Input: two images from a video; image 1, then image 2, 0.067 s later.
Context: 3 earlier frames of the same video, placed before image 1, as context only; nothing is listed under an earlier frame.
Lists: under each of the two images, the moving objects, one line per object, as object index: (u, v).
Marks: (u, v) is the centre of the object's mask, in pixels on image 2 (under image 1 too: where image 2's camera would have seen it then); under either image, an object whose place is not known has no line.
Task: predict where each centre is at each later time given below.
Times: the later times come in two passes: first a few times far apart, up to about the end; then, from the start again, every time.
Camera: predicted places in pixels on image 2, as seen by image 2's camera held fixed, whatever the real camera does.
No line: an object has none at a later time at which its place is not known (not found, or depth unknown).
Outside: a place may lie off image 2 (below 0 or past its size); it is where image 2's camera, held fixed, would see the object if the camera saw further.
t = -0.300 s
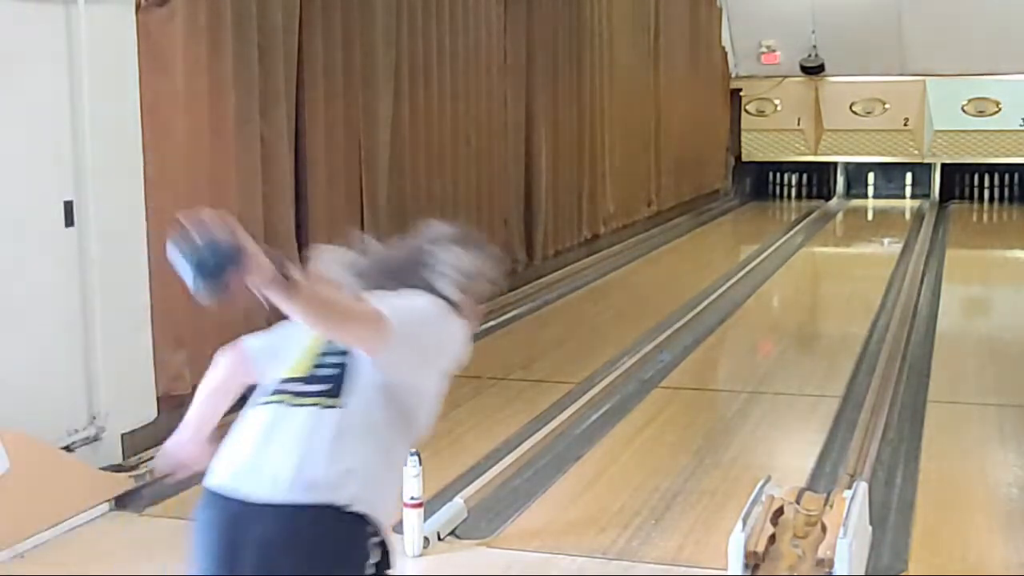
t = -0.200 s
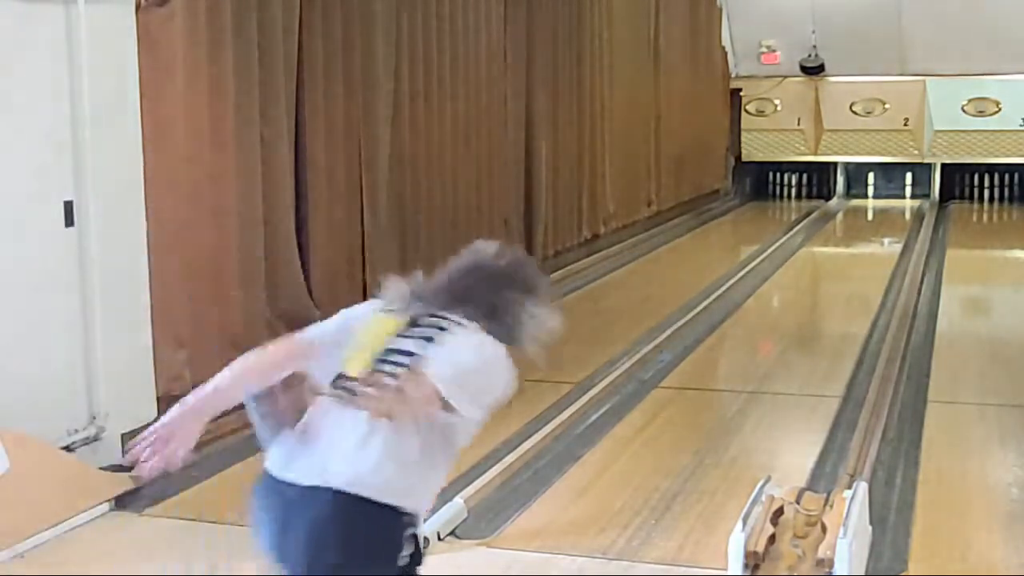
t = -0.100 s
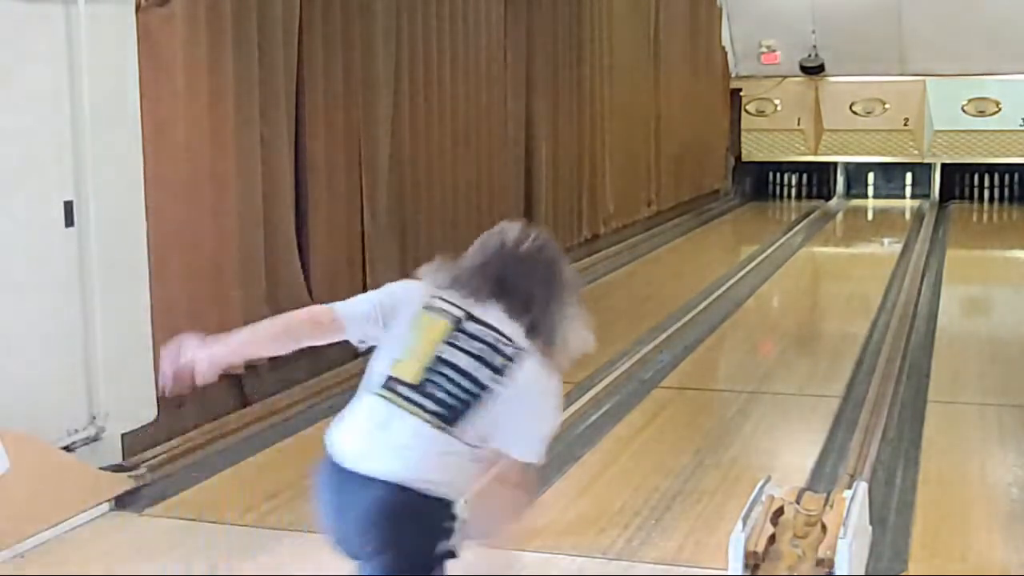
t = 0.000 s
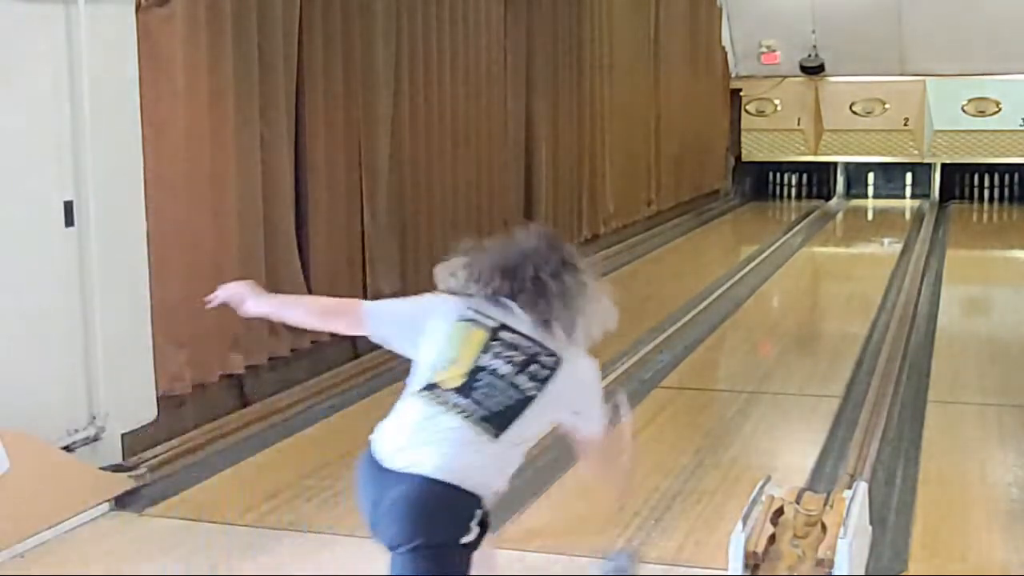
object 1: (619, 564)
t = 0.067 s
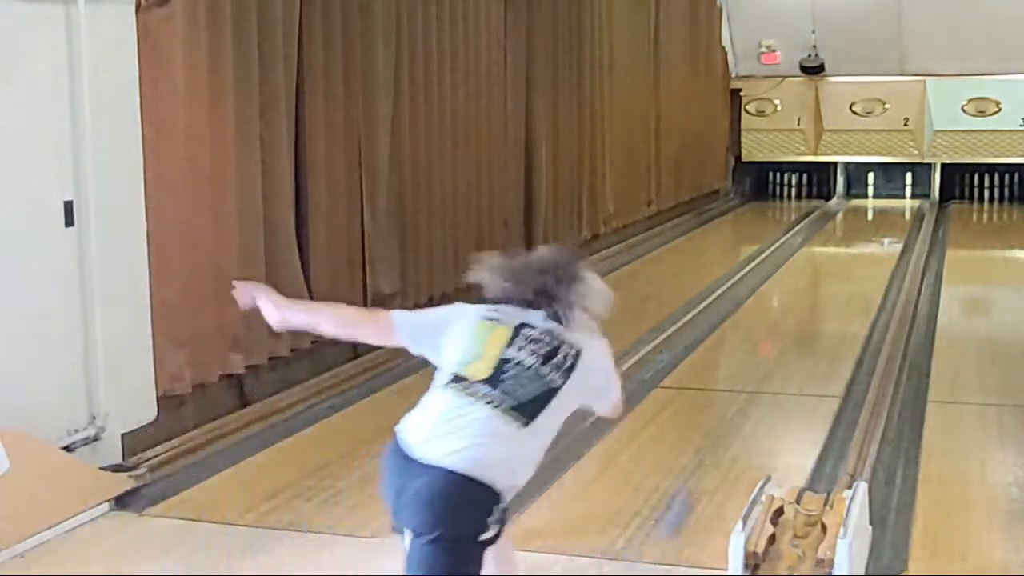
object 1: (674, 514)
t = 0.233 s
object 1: (763, 381)
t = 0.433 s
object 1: (819, 320)
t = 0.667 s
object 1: (855, 273)
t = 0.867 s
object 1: (874, 245)
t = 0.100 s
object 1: (700, 471)
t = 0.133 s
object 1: (717, 443)
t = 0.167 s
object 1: (736, 415)
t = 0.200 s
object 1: (749, 395)
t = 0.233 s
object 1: (763, 381)
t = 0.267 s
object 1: (774, 369)
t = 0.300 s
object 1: (786, 359)
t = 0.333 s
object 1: (795, 353)
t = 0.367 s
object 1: (803, 345)
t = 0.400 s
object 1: (811, 332)
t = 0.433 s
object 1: (819, 320)
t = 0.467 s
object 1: (825, 312)
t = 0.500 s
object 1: (831, 305)
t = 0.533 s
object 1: (837, 300)
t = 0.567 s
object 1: (842, 290)
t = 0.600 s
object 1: (846, 284)
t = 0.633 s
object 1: (851, 279)
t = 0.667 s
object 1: (855, 273)
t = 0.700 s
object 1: (858, 268)
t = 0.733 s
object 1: (862, 263)
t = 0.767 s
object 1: (865, 258)
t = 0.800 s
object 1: (868, 254)
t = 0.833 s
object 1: (871, 249)
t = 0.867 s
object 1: (874, 245)
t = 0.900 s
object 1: (877, 242)
